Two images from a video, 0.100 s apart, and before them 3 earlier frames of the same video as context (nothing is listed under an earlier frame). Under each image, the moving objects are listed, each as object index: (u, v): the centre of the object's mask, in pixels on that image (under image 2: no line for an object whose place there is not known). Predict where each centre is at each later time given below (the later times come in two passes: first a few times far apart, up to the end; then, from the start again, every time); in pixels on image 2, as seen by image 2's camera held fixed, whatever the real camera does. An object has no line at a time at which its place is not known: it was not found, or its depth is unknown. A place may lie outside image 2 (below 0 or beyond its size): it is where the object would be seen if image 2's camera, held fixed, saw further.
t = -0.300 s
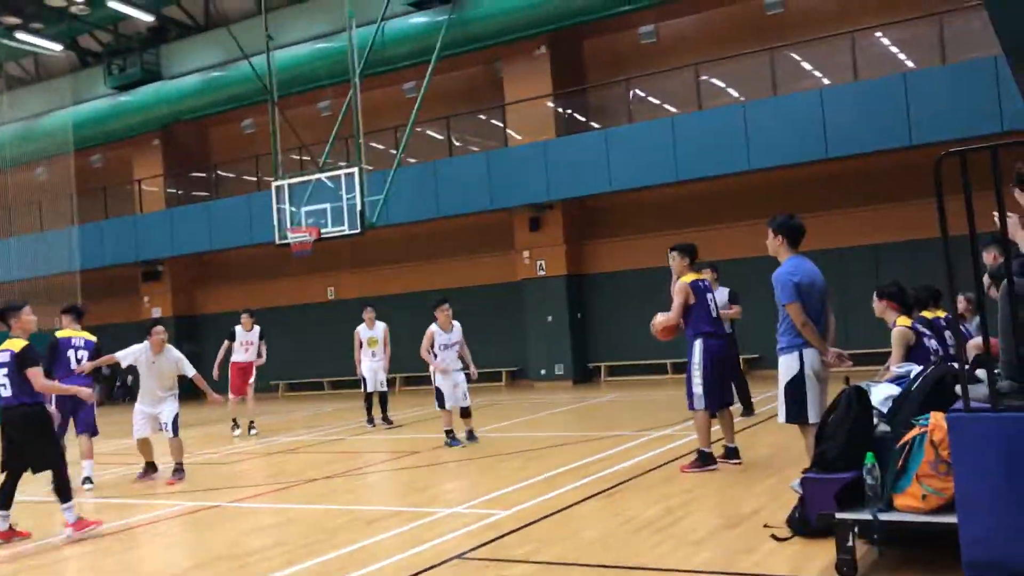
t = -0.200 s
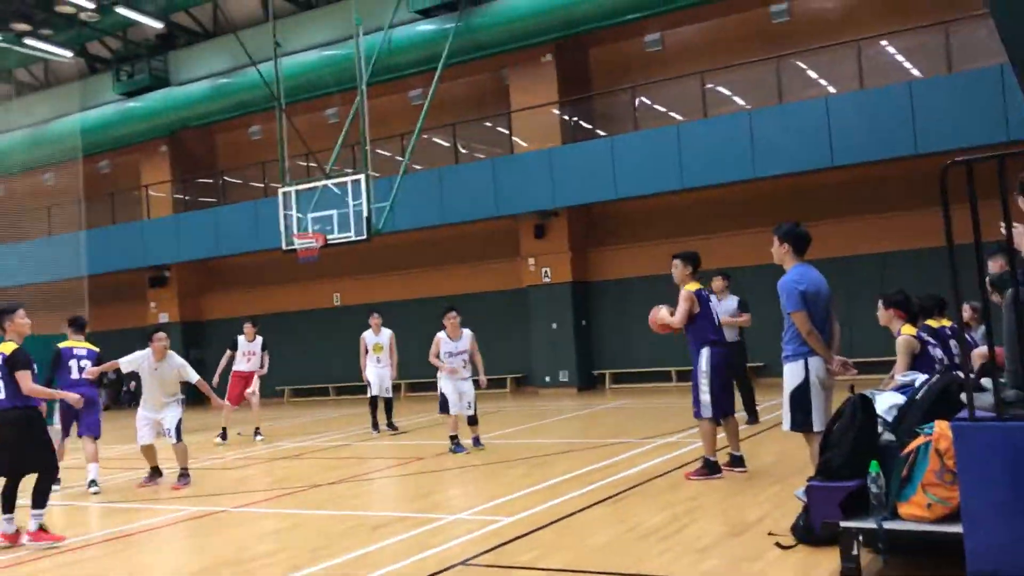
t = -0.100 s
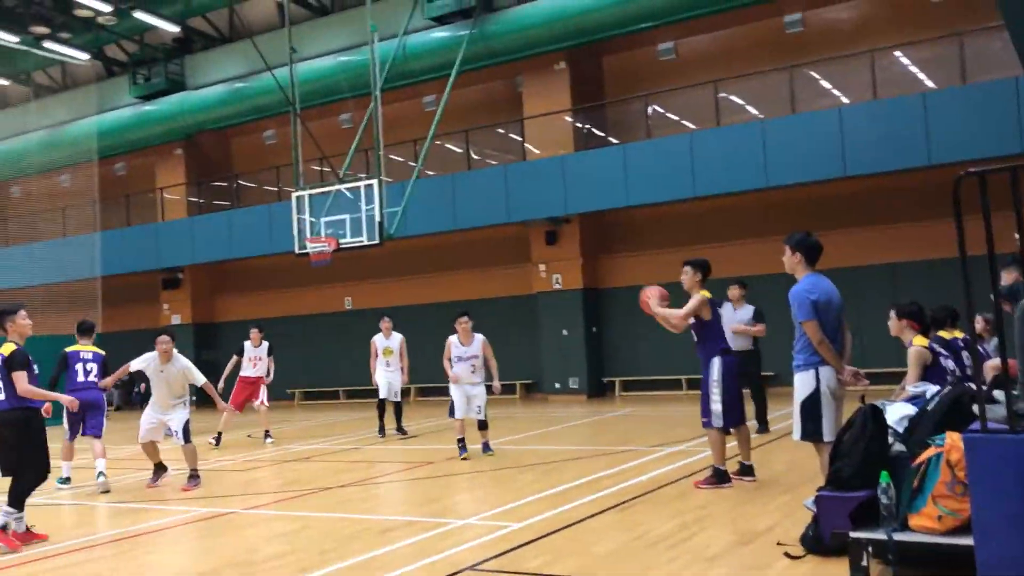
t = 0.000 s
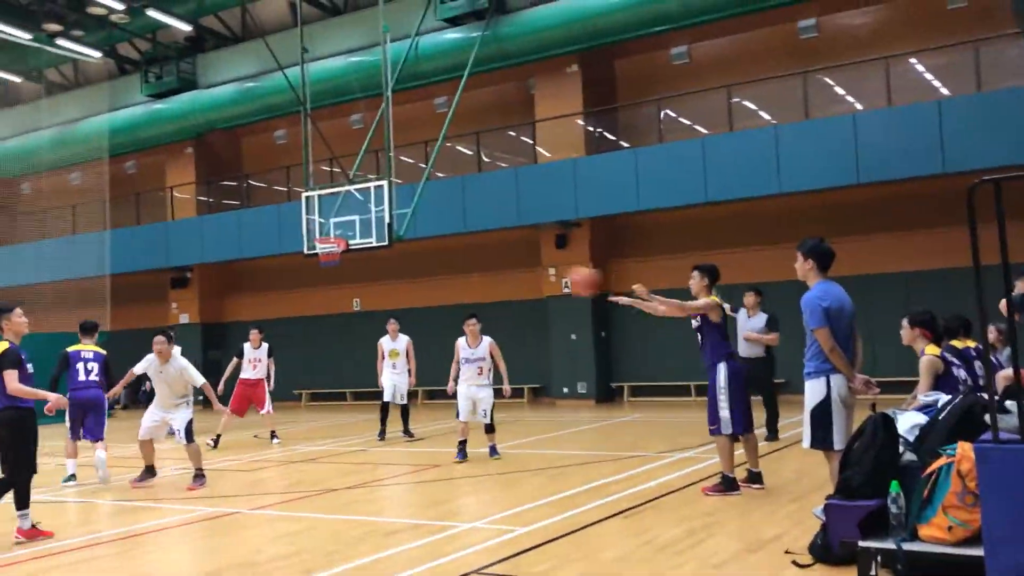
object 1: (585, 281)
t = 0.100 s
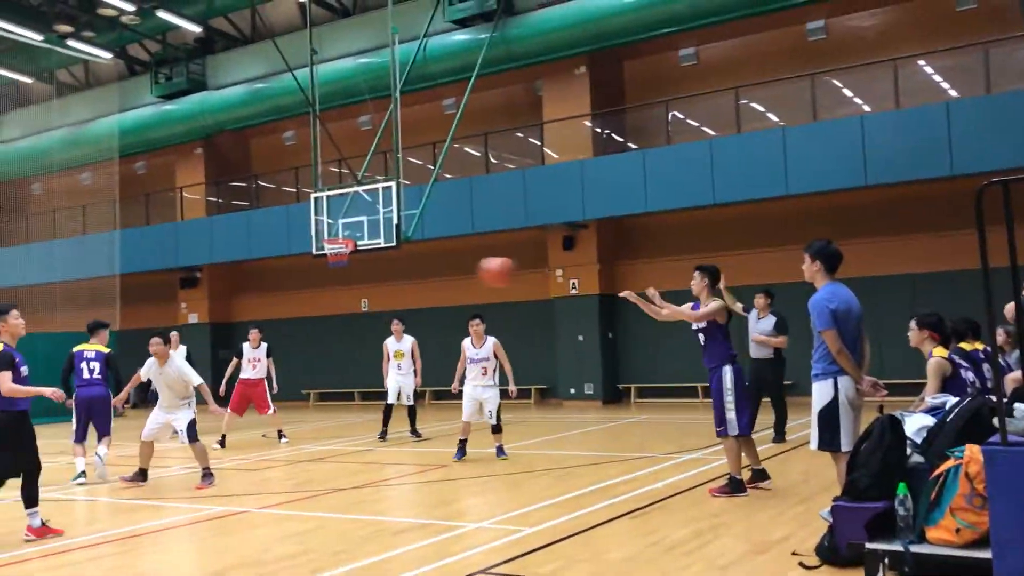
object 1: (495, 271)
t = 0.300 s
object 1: (301, 287)
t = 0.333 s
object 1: (268, 294)
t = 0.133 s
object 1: (464, 271)
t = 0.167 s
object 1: (433, 271)
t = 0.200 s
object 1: (401, 273)
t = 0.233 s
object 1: (368, 276)
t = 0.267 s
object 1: (335, 281)
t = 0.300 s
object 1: (301, 287)
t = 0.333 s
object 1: (268, 294)
